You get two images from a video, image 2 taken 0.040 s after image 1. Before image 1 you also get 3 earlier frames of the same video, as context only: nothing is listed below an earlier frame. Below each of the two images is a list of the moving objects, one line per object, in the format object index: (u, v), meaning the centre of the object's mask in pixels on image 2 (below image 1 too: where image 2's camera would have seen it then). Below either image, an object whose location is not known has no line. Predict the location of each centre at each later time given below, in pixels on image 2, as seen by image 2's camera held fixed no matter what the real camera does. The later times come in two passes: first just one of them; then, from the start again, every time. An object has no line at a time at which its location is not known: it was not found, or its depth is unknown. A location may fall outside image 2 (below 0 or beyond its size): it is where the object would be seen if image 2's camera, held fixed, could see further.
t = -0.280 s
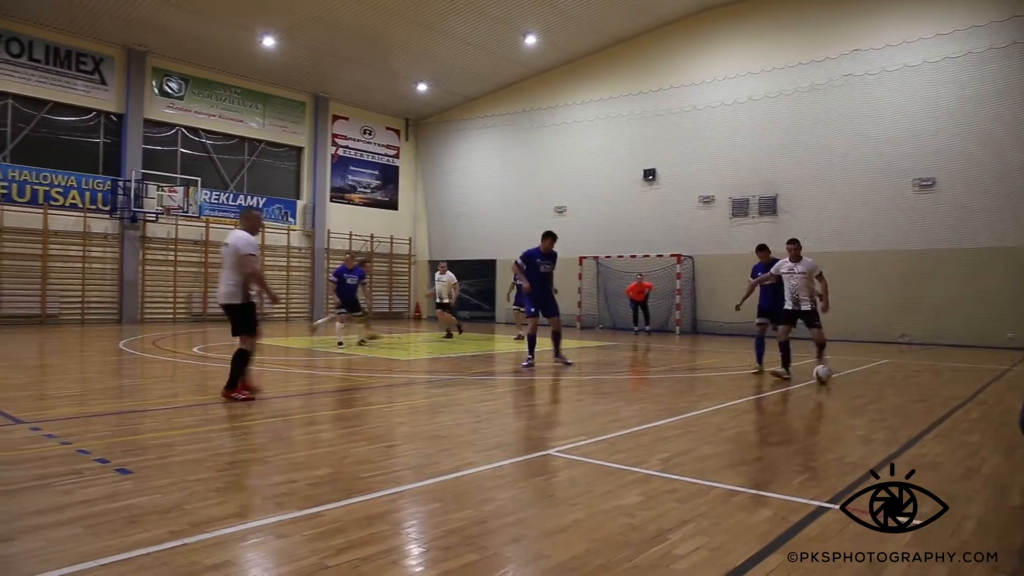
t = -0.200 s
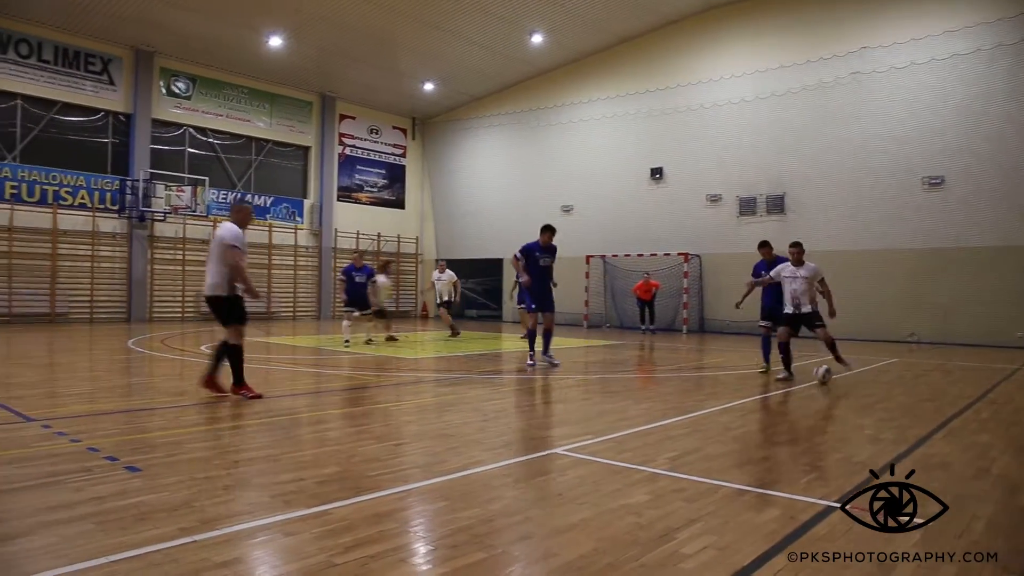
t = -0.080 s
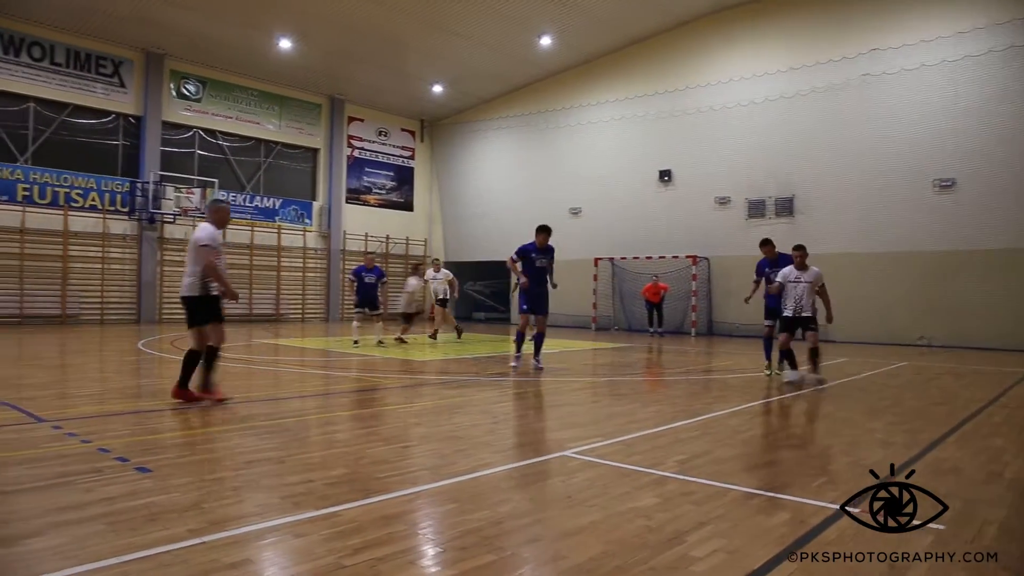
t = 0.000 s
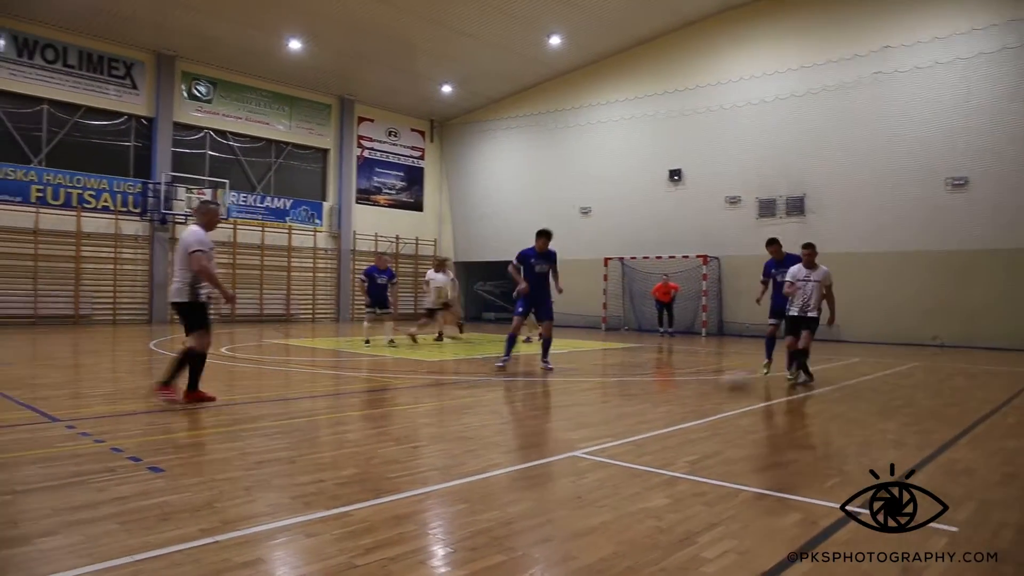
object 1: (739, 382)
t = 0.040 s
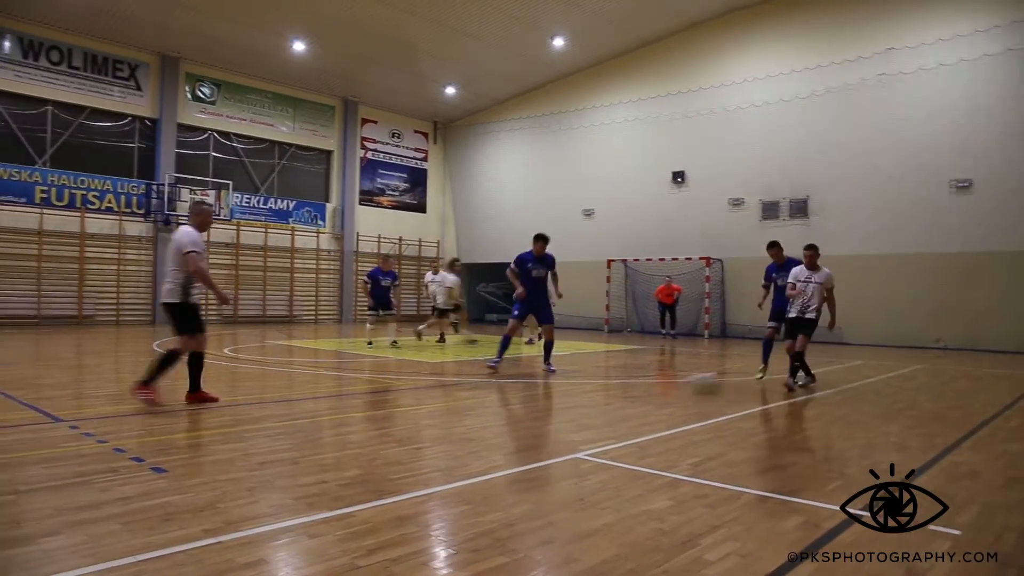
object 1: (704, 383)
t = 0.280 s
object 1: (486, 381)
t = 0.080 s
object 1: (667, 380)
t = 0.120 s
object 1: (633, 382)
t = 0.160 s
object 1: (595, 380)
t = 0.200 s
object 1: (559, 379)
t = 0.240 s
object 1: (524, 385)
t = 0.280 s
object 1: (486, 381)
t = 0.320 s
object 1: (451, 381)
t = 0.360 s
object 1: (413, 381)
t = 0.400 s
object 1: (376, 383)
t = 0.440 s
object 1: (340, 385)
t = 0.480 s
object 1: (306, 386)
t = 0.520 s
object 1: (270, 387)
